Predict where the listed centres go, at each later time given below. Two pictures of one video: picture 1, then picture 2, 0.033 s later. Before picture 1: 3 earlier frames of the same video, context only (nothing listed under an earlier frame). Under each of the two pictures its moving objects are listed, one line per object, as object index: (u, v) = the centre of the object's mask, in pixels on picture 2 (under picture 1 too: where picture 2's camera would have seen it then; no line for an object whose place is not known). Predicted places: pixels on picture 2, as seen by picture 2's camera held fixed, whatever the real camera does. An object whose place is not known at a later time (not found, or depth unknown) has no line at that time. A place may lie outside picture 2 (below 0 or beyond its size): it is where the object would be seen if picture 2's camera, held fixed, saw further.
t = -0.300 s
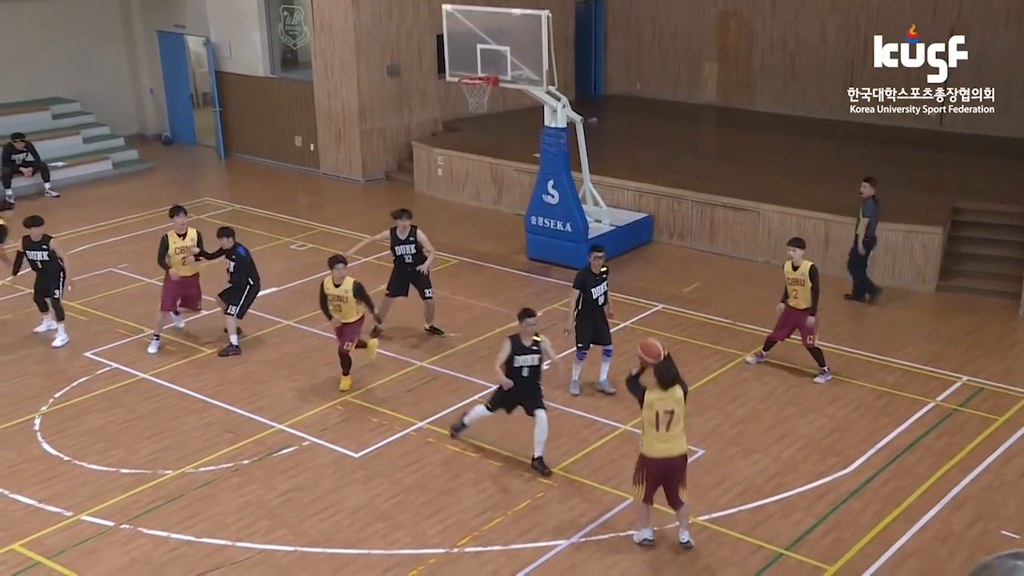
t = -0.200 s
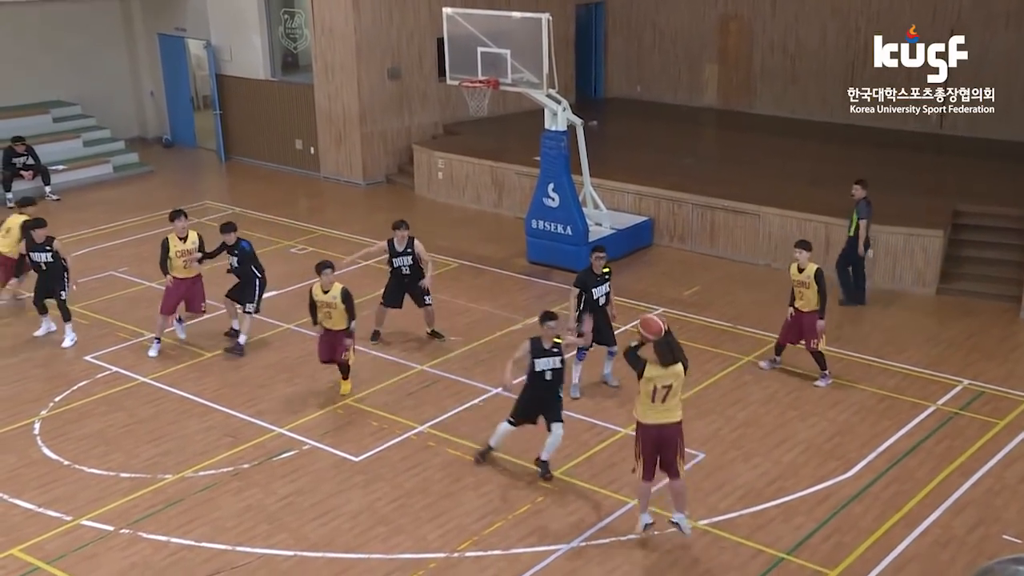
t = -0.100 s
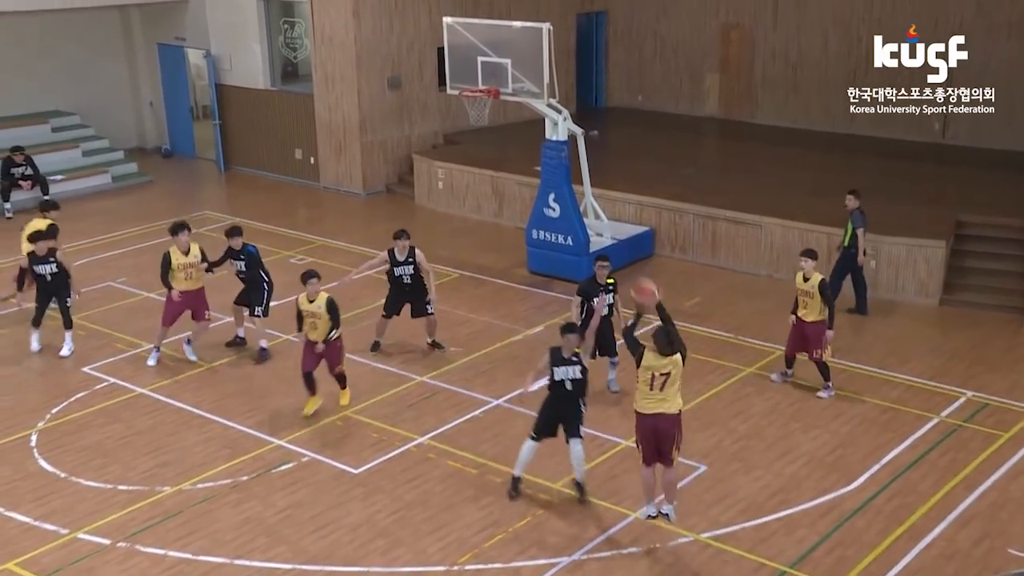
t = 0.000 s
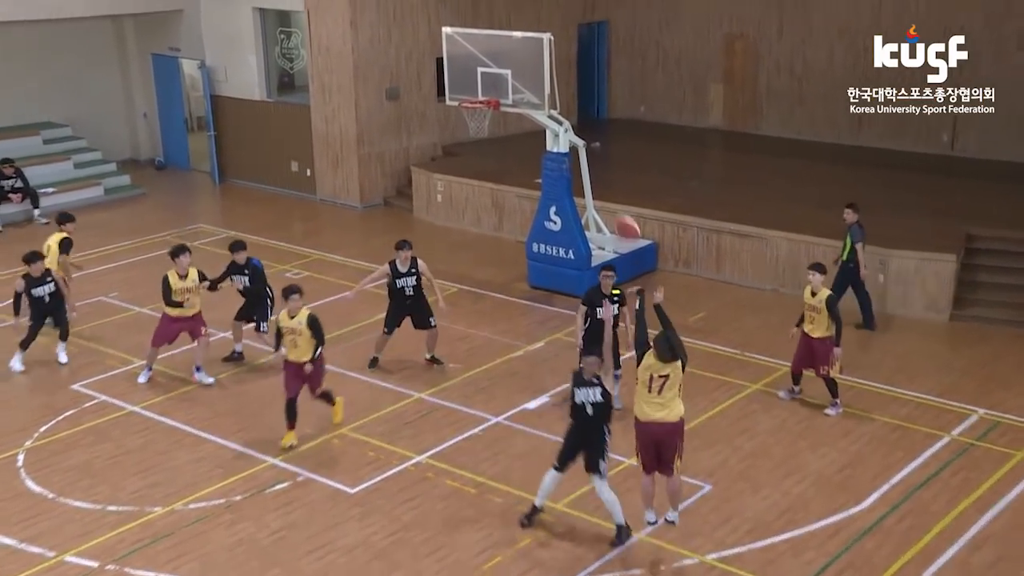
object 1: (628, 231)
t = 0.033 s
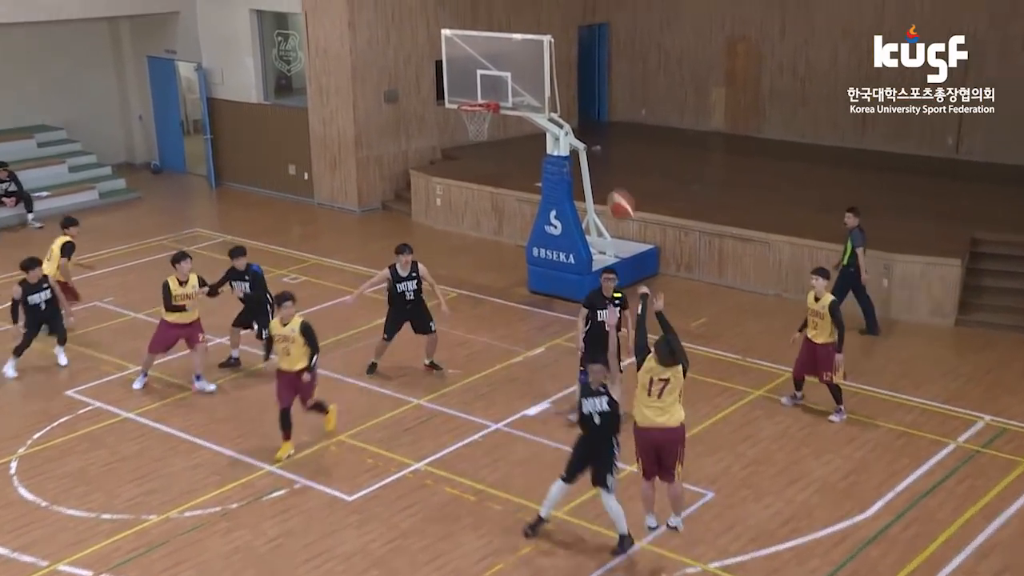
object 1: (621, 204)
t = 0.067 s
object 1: (614, 182)
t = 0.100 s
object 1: (606, 160)
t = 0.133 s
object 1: (600, 141)
